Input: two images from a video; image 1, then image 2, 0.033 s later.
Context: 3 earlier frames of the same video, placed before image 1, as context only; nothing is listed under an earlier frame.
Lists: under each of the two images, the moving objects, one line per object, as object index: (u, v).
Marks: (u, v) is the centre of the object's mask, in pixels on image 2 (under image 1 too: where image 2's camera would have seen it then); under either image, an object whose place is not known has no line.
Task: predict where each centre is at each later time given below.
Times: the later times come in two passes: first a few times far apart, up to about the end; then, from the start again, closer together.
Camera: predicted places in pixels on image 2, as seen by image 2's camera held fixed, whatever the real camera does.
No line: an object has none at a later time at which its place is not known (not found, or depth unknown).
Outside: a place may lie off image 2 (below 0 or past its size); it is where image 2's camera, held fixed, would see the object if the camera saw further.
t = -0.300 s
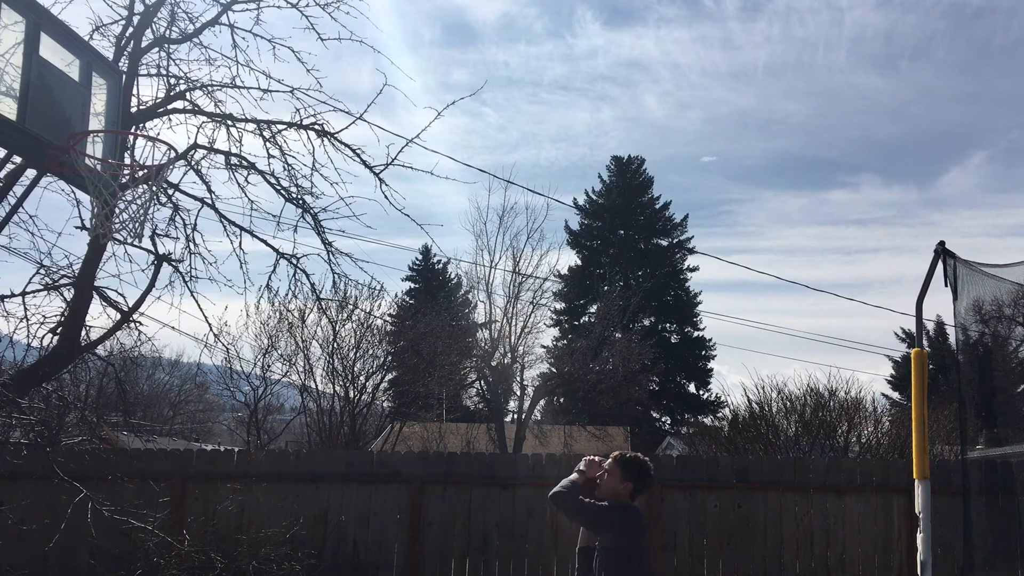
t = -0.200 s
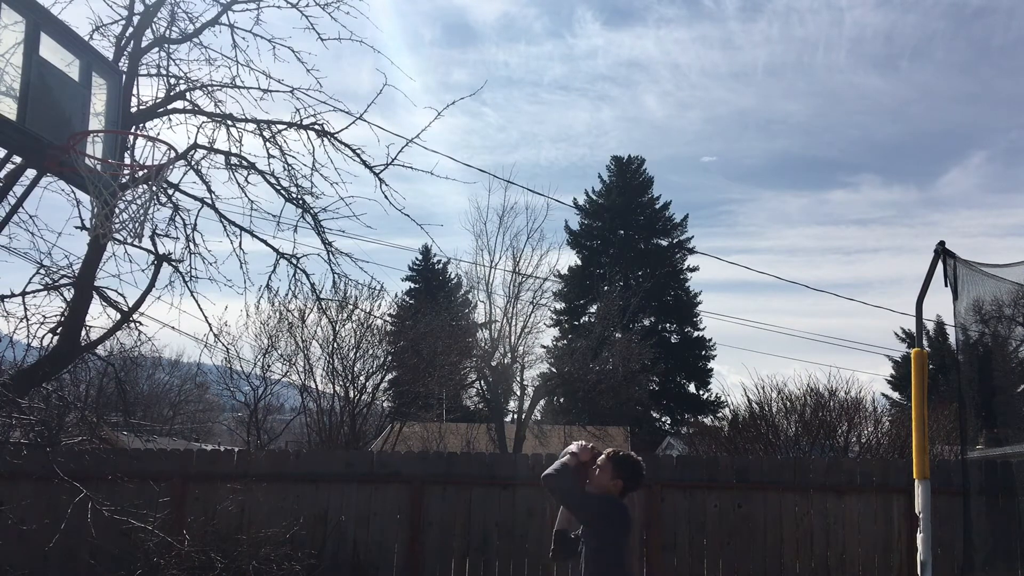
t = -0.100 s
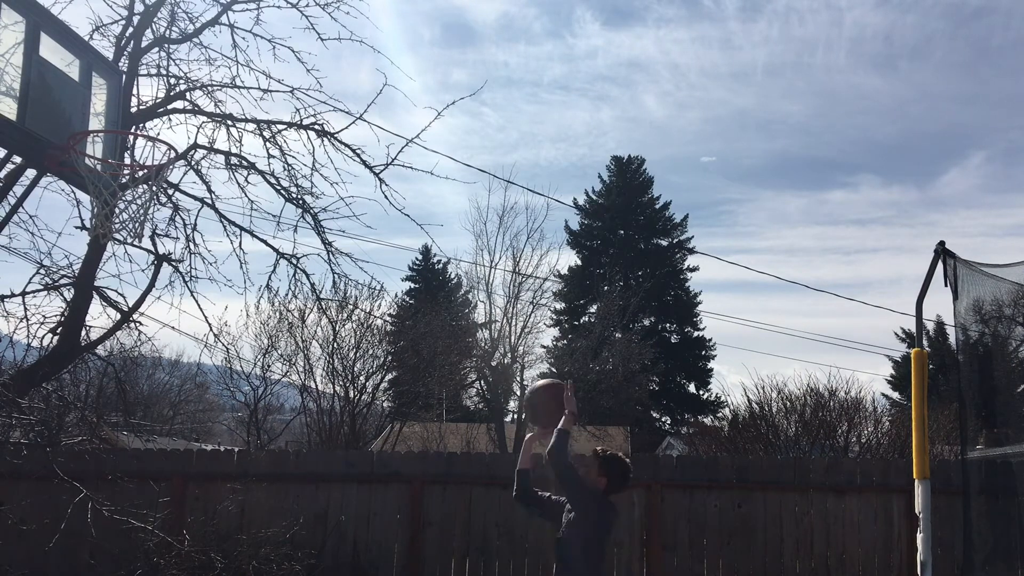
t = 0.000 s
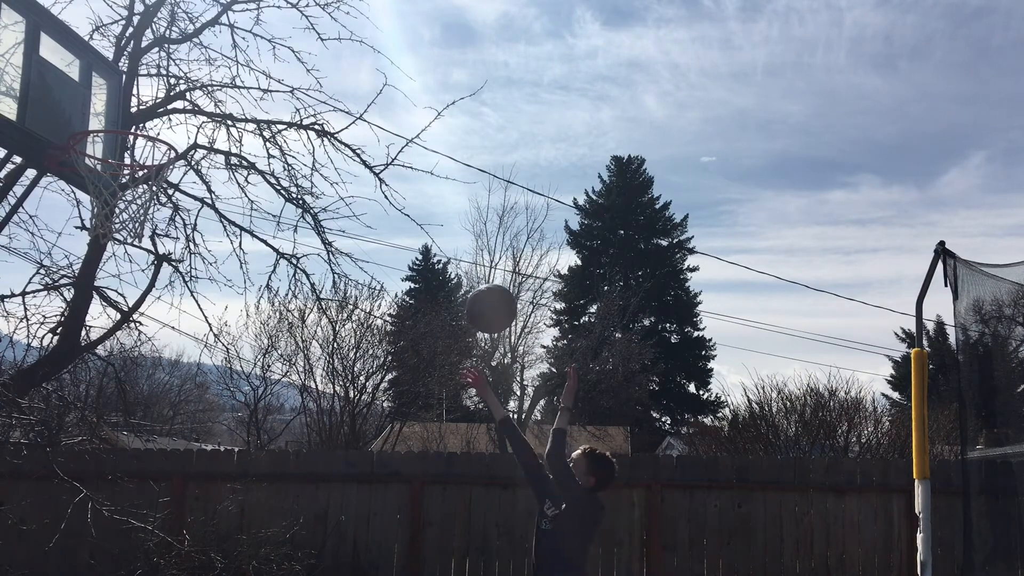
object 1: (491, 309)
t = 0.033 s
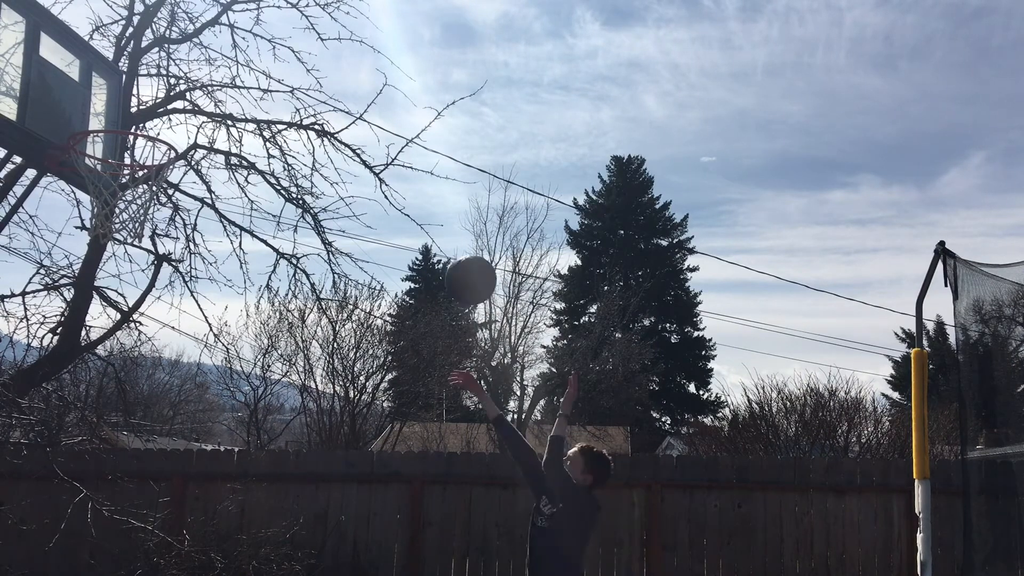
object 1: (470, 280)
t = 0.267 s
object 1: (327, 144)
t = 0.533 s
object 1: (156, 112)
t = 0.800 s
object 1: (72, 104)
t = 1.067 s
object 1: (31, 147)
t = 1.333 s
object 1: (24, 337)
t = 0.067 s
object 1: (450, 254)
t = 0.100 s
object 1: (430, 230)
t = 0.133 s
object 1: (409, 208)
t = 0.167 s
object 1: (389, 189)
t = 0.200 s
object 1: (368, 172)
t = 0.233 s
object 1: (348, 157)
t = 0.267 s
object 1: (327, 144)
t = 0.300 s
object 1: (306, 133)
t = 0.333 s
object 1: (284, 124)
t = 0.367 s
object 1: (263, 118)
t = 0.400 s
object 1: (241, 114)
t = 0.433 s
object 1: (219, 111)
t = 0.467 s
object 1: (196, 111)
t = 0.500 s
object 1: (173, 114)
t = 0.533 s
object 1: (156, 112)
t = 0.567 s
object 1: (145, 107)
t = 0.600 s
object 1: (134, 104)
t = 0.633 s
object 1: (123, 103)
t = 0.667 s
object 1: (111, 104)
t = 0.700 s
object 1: (100, 106)
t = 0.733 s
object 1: (90, 106)
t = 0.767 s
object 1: (81, 105)
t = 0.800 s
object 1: (72, 104)
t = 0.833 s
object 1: (61, 104)
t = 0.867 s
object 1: (51, 108)
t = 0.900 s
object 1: (40, 114)
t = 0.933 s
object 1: (33, 119)
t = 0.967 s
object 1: (33, 122)
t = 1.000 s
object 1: (32, 129)
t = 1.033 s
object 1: (33, 136)
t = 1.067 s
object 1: (31, 147)
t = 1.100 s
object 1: (33, 162)
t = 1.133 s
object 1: (32, 177)
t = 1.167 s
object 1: (30, 196)
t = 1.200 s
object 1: (30, 219)
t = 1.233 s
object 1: (28, 243)
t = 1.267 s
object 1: (27, 272)
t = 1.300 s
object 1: (26, 302)
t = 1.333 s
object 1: (24, 337)
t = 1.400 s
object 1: (21, 415)
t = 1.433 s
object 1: (17, 460)
